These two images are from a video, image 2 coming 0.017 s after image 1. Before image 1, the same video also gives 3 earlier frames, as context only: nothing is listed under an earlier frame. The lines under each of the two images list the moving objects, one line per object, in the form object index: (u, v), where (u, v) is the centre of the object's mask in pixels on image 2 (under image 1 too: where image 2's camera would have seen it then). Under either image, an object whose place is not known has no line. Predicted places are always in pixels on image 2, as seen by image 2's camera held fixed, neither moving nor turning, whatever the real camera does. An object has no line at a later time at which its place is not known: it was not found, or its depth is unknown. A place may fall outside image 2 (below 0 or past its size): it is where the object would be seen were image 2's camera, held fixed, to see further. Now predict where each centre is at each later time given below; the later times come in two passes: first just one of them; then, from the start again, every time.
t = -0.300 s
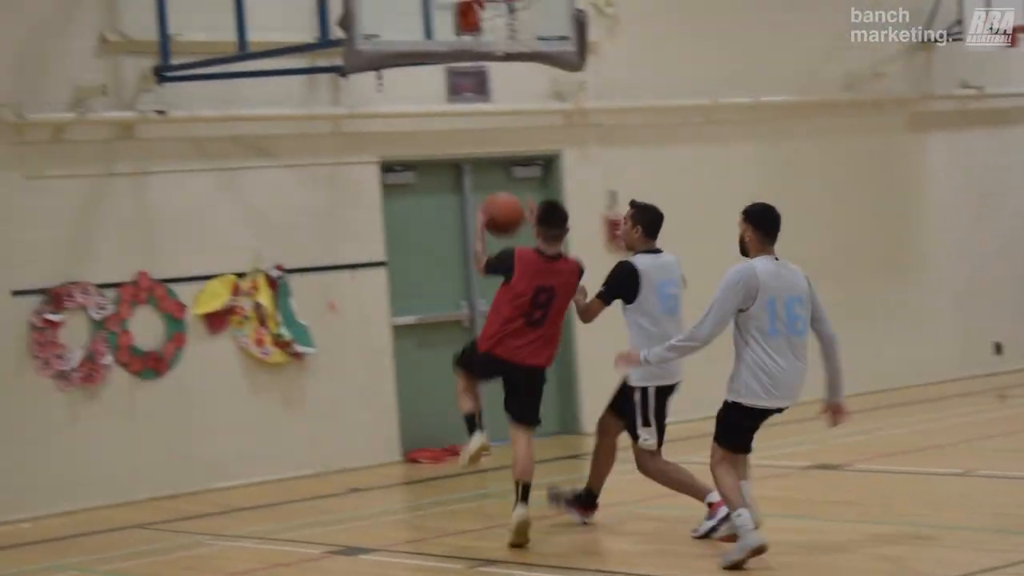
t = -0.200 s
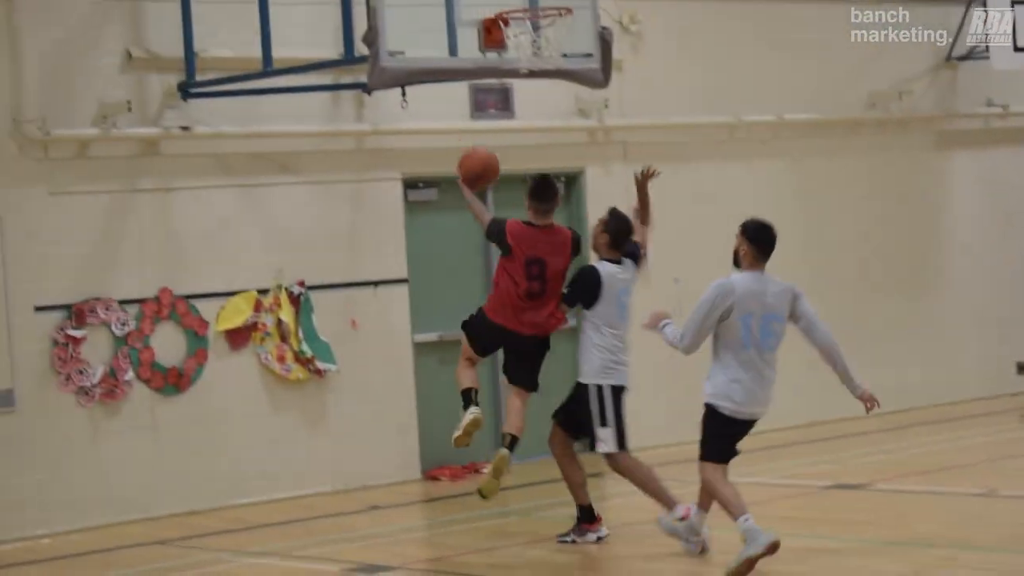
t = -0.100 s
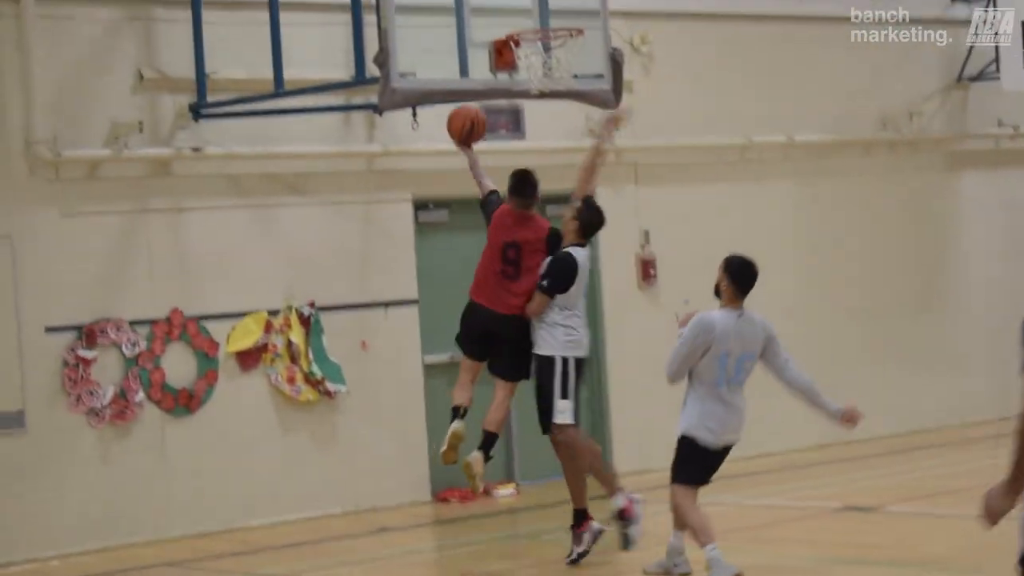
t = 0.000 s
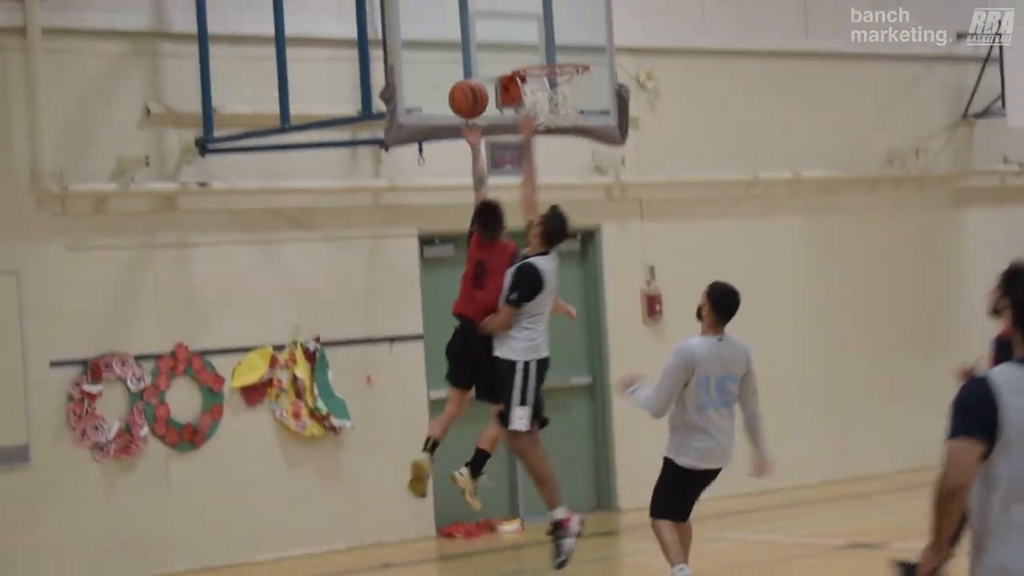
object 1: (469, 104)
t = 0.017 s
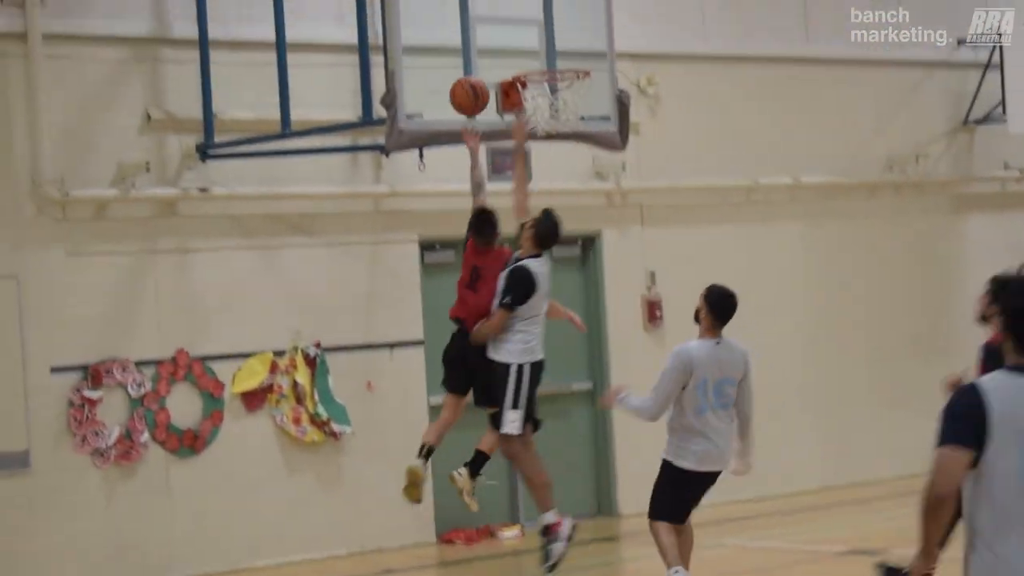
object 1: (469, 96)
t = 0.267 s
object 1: (482, 14)
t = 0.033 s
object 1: (470, 87)
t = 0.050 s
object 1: (470, 79)
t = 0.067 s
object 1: (471, 71)
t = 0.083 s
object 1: (471, 65)
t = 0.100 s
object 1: (471, 58)
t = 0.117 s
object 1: (472, 52)
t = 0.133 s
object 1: (473, 46)
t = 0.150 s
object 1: (473, 41)
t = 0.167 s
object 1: (474, 36)
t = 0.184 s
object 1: (475, 32)
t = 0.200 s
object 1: (475, 28)
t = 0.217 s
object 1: (477, 25)
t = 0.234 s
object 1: (477, 21)
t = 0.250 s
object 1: (479, 18)
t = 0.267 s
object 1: (482, 14)
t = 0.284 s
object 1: (486, 11)
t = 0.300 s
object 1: (490, 9)
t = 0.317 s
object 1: (494, 7)
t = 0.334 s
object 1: (498, 5)
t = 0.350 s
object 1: (501, 4)
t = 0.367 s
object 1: (506, 3)
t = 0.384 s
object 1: (509, 3)
